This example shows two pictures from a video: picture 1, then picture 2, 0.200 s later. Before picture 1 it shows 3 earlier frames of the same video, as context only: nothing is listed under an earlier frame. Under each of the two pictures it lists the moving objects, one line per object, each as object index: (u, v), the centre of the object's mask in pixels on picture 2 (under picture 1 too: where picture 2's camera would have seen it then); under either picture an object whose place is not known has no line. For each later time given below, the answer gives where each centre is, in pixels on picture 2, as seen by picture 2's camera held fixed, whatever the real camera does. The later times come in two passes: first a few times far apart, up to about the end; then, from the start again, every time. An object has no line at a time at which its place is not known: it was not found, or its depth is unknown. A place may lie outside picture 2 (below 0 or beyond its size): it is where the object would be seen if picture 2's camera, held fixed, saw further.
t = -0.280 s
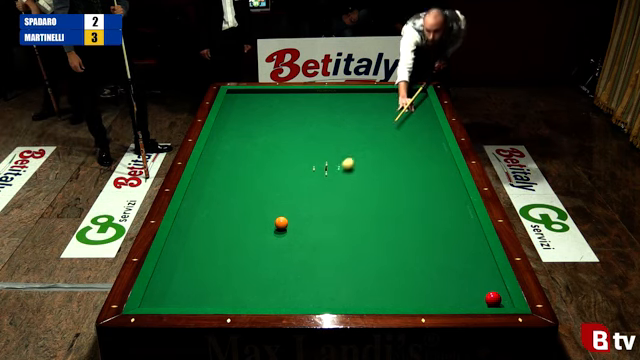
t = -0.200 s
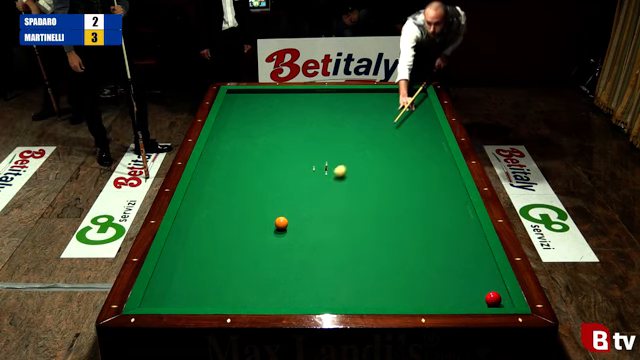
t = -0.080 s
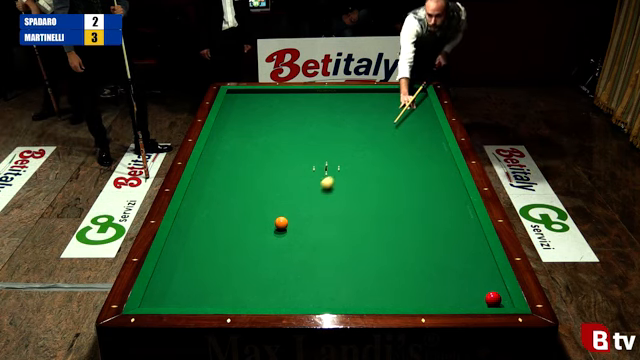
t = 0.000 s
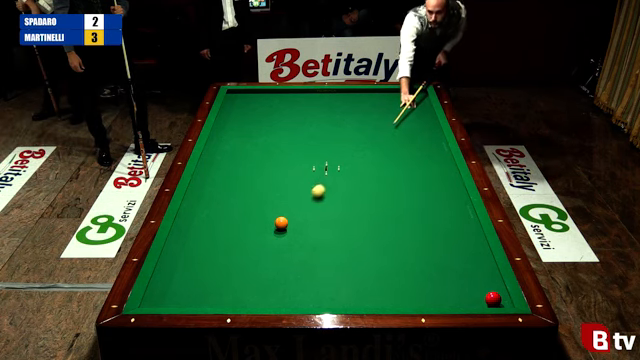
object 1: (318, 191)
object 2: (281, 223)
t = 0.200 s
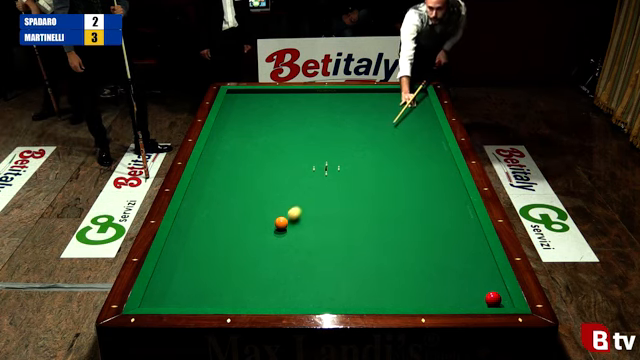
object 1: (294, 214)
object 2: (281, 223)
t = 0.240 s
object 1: (291, 218)
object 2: (280, 224)
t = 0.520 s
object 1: (293, 227)
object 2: (239, 249)
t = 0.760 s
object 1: (293, 237)
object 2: (208, 269)
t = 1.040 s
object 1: (293, 248)
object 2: (169, 293)
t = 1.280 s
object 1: (293, 258)
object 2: (153, 297)
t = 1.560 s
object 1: (294, 269)
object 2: (167, 286)
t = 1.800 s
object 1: (294, 279)
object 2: (179, 277)
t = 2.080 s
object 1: (294, 291)
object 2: (191, 266)
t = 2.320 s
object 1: (294, 300)
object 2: (201, 258)
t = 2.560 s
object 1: (295, 300)
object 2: (210, 251)
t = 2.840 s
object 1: (296, 295)
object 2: (220, 243)
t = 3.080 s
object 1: (296, 289)
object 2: (228, 236)
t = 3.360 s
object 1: (297, 283)
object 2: (236, 230)
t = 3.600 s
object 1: (298, 279)
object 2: (243, 224)
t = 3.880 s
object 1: (299, 274)
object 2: (250, 218)
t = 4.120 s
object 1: (300, 271)
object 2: (257, 213)
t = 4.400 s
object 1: (301, 267)
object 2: (263, 208)
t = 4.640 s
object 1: (301, 264)
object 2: (268, 204)
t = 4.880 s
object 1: (302, 262)
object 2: (273, 200)
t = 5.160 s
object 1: (302, 260)
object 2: (278, 196)
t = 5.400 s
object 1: (303, 258)
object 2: (282, 193)
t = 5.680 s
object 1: (303, 256)
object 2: (287, 190)
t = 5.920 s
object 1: (302, 255)
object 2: (290, 187)
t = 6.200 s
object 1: (302, 254)
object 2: (294, 184)
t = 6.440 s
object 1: (302, 254)
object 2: (297, 182)
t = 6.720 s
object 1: (302, 253)
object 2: (300, 180)
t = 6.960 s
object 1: (302, 253)
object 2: (302, 178)
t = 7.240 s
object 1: (302, 253)
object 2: (305, 176)
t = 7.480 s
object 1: (302, 253)
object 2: (307, 175)
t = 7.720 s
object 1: (302, 253)
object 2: (308, 174)
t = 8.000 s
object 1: (302, 253)
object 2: (310, 173)
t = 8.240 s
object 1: (302, 253)
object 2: (311, 172)
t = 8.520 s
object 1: (302, 253)
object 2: (312, 171)
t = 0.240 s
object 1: (291, 218)
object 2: (280, 224)
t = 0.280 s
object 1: (291, 219)
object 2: (274, 227)
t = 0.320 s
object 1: (292, 220)
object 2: (267, 231)
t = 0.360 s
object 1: (293, 221)
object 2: (261, 235)
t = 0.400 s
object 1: (293, 222)
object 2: (255, 239)
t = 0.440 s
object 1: (293, 224)
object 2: (249, 243)
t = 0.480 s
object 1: (293, 225)
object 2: (244, 246)
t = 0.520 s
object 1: (293, 227)
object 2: (239, 249)
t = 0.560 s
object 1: (293, 229)
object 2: (234, 252)
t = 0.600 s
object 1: (293, 230)
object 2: (229, 256)
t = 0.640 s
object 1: (293, 232)
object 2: (224, 259)
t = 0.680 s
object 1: (293, 234)
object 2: (218, 262)
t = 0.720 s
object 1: (293, 235)
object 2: (213, 265)
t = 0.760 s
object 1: (293, 237)
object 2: (208, 269)
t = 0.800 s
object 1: (293, 238)
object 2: (202, 272)
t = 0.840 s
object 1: (293, 240)
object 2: (197, 276)
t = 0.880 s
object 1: (293, 241)
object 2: (192, 279)
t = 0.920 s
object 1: (293, 243)
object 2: (186, 283)
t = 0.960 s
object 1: (293, 245)
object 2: (180, 286)
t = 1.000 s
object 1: (293, 246)
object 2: (174, 289)
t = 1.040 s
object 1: (293, 248)
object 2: (169, 293)
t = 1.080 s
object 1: (293, 249)
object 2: (163, 296)
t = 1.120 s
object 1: (293, 251)
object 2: (157, 300)
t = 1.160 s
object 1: (293, 253)
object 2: (152, 302)
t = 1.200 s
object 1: (293, 254)
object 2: (149, 301)
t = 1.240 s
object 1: (293, 256)
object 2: (151, 298)
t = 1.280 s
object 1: (293, 258)
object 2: (153, 297)
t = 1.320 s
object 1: (294, 259)
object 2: (155, 296)
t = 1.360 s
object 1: (294, 261)
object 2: (158, 294)
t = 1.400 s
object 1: (294, 262)
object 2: (159, 292)
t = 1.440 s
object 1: (294, 264)
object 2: (161, 290)
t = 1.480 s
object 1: (294, 266)
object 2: (164, 289)
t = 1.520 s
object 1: (294, 268)
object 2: (166, 287)
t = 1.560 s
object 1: (294, 269)
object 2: (167, 286)
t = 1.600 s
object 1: (294, 271)
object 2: (169, 284)
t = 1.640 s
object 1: (294, 273)
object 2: (171, 282)
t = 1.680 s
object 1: (294, 275)
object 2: (173, 281)
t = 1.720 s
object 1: (294, 276)
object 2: (175, 279)
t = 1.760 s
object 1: (294, 278)
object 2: (177, 278)
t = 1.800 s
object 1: (294, 279)
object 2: (179, 277)
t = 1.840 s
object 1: (294, 281)
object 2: (181, 275)
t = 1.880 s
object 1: (294, 283)
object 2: (182, 273)
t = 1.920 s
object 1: (294, 285)
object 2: (184, 272)
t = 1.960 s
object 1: (294, 286)
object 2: (186, 271)
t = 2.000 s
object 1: (294, 288)
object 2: (188, 269)
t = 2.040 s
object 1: (294, 290)
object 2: (189, 267)
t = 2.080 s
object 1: (294, 291)
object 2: (191, 266)
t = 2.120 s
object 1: (294, 293)
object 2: (193, 265)
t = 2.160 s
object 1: (294, 295)
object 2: (194, 263)
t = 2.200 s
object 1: (294, 297)
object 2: (196, 262)
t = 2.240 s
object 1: (294, 298)
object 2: (197, 261)
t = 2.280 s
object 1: (294, 299)
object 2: (199, 260)
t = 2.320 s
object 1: (294, 300)
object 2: (201, 258)
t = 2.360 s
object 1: (294, 302)
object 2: (202, 257)
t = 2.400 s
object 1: (294, 303)
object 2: (204, 256)
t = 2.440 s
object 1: (295, 302)
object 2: (205, 254)
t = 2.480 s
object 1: (295, 301)
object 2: (207, 253)
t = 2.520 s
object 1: (295, 300)
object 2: (208, 252)
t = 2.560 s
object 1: (295, 300)
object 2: (210, 251)
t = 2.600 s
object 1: (295, 299)
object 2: (211, 250)
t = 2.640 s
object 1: (295, 299)
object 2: (213, 249)
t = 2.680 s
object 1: (295, 298)
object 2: (214, 248)
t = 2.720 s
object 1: (295, 298)
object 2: (216, 246)
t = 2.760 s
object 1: (295, 297)
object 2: (217, 245)
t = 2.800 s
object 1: (295, 295)
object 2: (218, 244)
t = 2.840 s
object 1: (296, 295)
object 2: (220, 243)
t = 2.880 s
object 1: (296, 294)
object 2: (221, 242)
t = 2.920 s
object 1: (296, 293)
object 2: (222, 241)
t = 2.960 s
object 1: (296, 292)
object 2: (224, 240)
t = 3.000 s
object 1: (296, 291)
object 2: (225, 239)
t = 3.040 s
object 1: (296, 290)
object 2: (226, 238)
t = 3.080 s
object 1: (296, 289)
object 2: (228, 236)
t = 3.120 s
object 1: (296, 288)
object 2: (229, 236)
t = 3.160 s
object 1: (297, 288)
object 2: (230, 235)
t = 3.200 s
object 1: (297, 287)
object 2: (231, 234)
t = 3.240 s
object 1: (297, 286)
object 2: (233, 233)
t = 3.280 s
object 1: (297, 285)
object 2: (234, 232)
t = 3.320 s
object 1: (297, 284)
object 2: (235, 230)
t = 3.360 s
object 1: (297, 283)
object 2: (236, 230)
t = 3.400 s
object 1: (298, 283)
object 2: (237, 229)
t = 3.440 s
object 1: (298, 282)
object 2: (239, 228)
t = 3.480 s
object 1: (298, 281)
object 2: (240, 227)
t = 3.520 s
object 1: (298, 280)
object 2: (241, 226)
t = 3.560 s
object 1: (298, 279)
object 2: (242, 225)
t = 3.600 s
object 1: (298, 279)
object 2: (243, 224)
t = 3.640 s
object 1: (298, 278)
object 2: (244, 223)
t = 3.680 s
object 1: (298, 277)
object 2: (245, 223)
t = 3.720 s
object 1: (299, 277)
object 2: (246, 221)
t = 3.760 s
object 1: (299, 276)
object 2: (247, 221)
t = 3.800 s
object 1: (299, 275)
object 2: (248, 220)
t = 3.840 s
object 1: (299, 275)
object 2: (249, 219)
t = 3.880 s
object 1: (299, 274)
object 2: (250, 218)
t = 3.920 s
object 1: (299, 274)
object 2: (251, 217)
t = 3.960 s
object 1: (300, 273)
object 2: (253, 217)
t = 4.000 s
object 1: (299, 272)
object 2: (254, 216)
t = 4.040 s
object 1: (300, 272)
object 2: (255, 215)
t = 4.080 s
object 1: (300, 272)
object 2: (256, 214)
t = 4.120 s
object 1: (300, 271)
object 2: (257, 213)
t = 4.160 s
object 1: (300, 270)
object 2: (257, 213)
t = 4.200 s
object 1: (300, 270)
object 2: (259, 212)
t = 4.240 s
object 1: (300, 269)
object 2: (260, 211)
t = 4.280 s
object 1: (300, 269)
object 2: (260, 210)
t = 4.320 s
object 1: (300, 268)
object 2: (261, 209)
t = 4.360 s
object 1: (300, 268)
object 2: (262, 209)
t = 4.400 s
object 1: (301, 267)
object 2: (263, 208)
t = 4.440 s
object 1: (301, 267)
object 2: (264, 208)
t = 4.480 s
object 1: (301, 266)
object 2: (265, 207)
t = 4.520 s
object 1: (301, 266)
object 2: (266, 206)
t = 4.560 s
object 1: (301, 265)
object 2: (267, 205)
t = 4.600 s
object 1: (301, 265)
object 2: (268, 205)
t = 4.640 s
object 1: (301, 264)
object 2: (268, 204)
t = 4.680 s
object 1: (301, 264)
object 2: (269, 203)
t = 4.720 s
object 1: (301, 264)
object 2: (270, 203)
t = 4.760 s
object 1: (302, 263)
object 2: (271, 202)
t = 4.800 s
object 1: (302, 263)
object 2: (272, 202)
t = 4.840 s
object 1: (301, 262)
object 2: (272, 201)
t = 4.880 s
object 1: (302, 262)
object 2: (273, 200)
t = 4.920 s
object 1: (302, 261)
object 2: (274, 200)
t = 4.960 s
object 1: (302, 261)
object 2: (274, 199)
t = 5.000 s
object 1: (302, 261)
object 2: (275, 199)
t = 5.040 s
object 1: (302, 261)
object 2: (276, 198)
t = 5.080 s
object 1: (302, 260)
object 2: (277, 197)
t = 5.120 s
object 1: (302, 260)
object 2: (277, 197)
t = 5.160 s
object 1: (302, 260)
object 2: (278, 196)
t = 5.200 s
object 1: (302, 259)
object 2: (279, 196)
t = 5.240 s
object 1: (302, 259)
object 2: (280, 195)
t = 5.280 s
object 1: (302, 259)
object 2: (280, 195)
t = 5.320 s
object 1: (302, 258)
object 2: (281, 195)
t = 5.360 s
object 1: (303, 258)
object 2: (281, 194)
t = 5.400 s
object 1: (303, 258)
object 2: (282, 193)
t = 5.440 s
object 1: (303, 258)
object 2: (283, 193)
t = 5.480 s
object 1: (303, 257)
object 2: (284, 192)
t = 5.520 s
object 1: (303, 257)
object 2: (284, 191)
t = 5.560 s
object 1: (303, 257)
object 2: (285, 191)
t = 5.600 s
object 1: (303, 257)
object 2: (285, 190)
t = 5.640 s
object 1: (303, 257)
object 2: (286, 190)
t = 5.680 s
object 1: (303, 256)
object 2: (287, 190)
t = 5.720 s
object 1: (303, 256)
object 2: (287, 189)
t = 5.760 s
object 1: (303, 256)
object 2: (288, 189)
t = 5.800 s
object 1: (303, 256)
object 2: (288, 189)
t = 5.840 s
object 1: (302, 255)
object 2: (289, 188)
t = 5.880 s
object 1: (302, 255)
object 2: (290, 188)
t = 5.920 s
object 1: (302, 255)
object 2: (290, 187)
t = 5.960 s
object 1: (302, 255)
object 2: (291, 187)
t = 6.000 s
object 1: (302, 255)
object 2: (291, 186)
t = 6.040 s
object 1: (302, 255)
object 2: (292, 186)
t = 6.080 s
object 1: (302, 255)
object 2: (292, 186)
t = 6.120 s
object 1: (302, 254)
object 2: (293, 185)
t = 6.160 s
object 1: (302, 254)
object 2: (293, 185)
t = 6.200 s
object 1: (302, 254)
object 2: (294, 184)
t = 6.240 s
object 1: (302, 254)
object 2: (294, 184)
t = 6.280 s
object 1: (302, 254)
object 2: (295, 184)
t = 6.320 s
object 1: (302, 254)
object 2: (295, 183)
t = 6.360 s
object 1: (302, 254)
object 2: (296, 183)
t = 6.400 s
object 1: (302, 254)
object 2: (296, 183)
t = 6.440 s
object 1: (302, 254)
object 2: (297, 182)
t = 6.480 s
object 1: (302, 254)
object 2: (297, 182)
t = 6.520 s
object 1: (302, 254)
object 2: (298, 182)
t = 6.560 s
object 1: (302, 254)
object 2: (298, 181)
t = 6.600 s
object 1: (302, 254)
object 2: (299, 181)
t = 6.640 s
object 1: (302, 253)
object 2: (299, 181)
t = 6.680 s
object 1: (302, 253)
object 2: (299, 180)
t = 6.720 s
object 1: (302, 253)
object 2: (300, 180)
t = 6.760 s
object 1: (302, 253)
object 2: (300, 180)
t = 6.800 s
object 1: (302, 253)
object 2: (300, 180)
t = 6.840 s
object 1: (302, 253)
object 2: (301, 179)
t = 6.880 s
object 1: (302, 253)
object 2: (301, 179)
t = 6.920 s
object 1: (302, 253)
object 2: (302, 179)
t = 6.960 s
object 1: (302, 253)
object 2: (302, 178)
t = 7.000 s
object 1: (302, 253)
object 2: (302, 178)
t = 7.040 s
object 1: (302, 253)
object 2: (303, 178)
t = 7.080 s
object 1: (302, 253)
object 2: (303, 178)
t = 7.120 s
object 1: (302, 253)
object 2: (303, 177)
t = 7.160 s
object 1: (302, 253)
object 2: (304, 177)
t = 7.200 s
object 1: (302, 253)
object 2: (304, 177)
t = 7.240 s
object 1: (302, 253)
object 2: (305, 176)
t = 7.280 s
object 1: (302, 253)
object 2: (305, 176)
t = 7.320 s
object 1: (302, 253)
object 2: (305, 176)
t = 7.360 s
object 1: (302, 253)
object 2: (306, 176)
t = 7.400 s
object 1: (302, 253)
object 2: (306, 176)
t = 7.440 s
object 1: (302, 253)
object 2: (306, 175)
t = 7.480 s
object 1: (302, 253)
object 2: (307, 175)
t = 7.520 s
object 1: (302, 253)
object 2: (307, 175)
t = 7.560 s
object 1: (302, 253)
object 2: (307, 175)
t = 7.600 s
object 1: (302, 253)
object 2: (307, 175)
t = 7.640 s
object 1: (302, 253)
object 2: (308, 174)
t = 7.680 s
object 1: (302, 253)
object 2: (308, 174)
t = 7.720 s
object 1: (302, 253)
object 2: (308, 174)
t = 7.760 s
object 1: (302, 253)
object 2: (309, 174)
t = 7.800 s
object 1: (302, 253)
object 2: (309, 174)
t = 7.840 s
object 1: (302, 253)
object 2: (309, 174)
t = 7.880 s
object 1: (302, 253)
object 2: (309, 173)
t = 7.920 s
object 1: (302, 253)
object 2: (309, 173)
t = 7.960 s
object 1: (302, 253)
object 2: (310, 173)
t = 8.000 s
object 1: (302, 253)
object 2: (310, 173)
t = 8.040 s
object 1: (302, 253)
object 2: (310, 173)
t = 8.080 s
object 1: (302, 253)
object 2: (310, 173)
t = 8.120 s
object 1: (302, 253)
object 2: (310, 172)
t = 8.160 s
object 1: (302, 253)
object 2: (311, 172)
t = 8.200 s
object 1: (302, 253)
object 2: (311, 172)
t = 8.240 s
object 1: (302, 253)
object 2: (311, 172)
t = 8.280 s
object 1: (302, 253)
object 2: (311, 172)
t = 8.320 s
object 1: (302, 253)
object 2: (311, 172)
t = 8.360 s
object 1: (302, 253)
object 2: (311, 172)
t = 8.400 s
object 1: (302, 253)
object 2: (312, 172)
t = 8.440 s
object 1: (302, 253)
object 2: (312, 171)
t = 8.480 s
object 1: (302, 253)
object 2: (312, 171)
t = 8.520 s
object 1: (302, 253)
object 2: (312, 171)
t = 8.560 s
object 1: (302, 253)
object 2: (312, 171)
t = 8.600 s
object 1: (302, 253)
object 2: (312, 171)
